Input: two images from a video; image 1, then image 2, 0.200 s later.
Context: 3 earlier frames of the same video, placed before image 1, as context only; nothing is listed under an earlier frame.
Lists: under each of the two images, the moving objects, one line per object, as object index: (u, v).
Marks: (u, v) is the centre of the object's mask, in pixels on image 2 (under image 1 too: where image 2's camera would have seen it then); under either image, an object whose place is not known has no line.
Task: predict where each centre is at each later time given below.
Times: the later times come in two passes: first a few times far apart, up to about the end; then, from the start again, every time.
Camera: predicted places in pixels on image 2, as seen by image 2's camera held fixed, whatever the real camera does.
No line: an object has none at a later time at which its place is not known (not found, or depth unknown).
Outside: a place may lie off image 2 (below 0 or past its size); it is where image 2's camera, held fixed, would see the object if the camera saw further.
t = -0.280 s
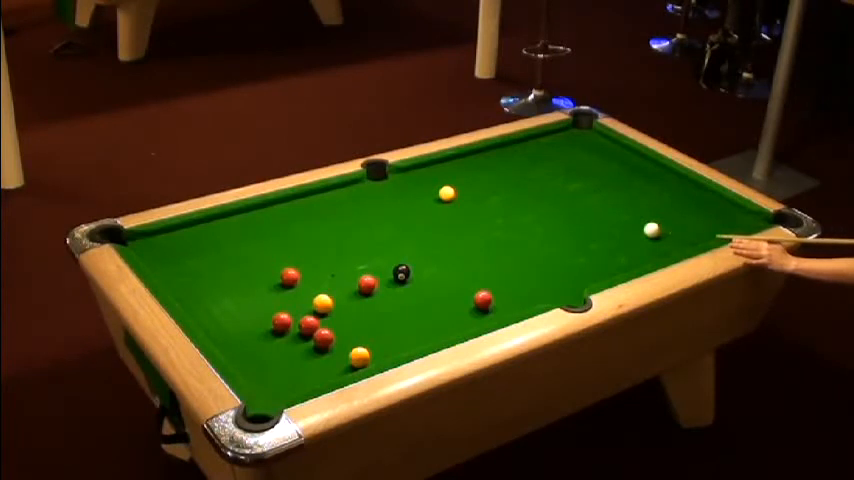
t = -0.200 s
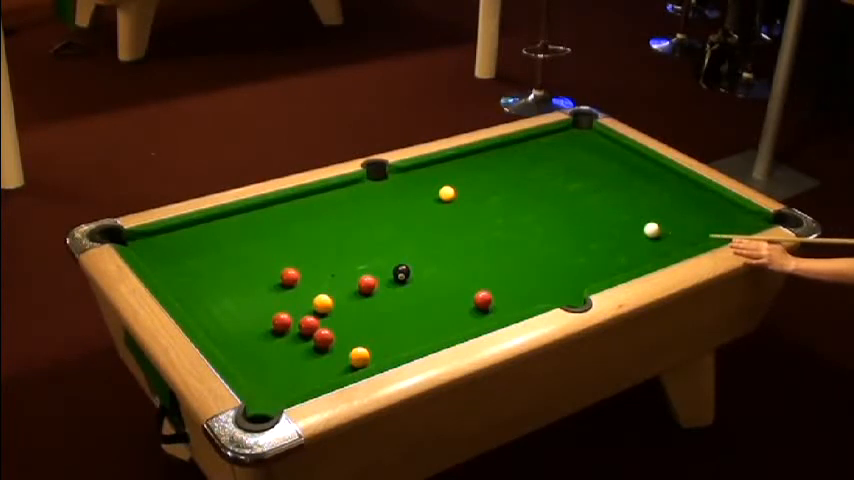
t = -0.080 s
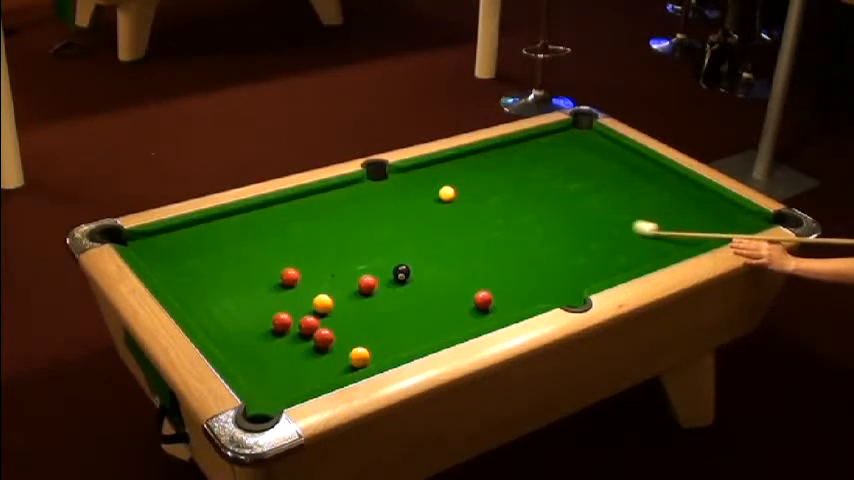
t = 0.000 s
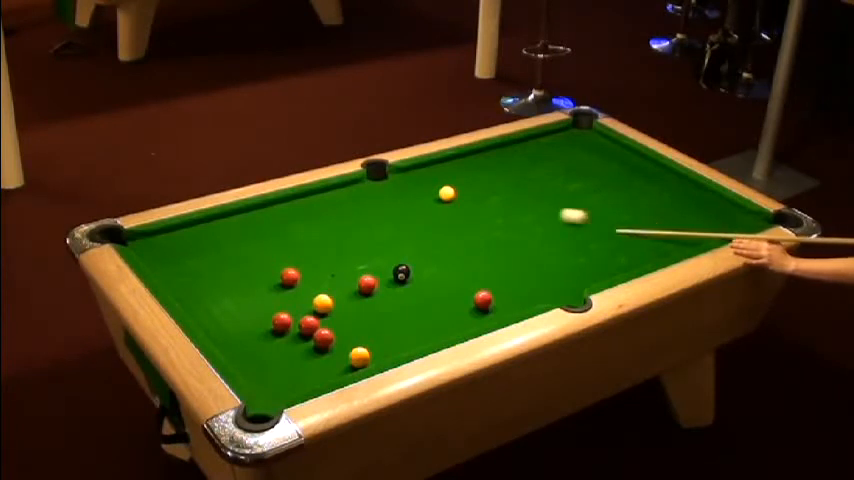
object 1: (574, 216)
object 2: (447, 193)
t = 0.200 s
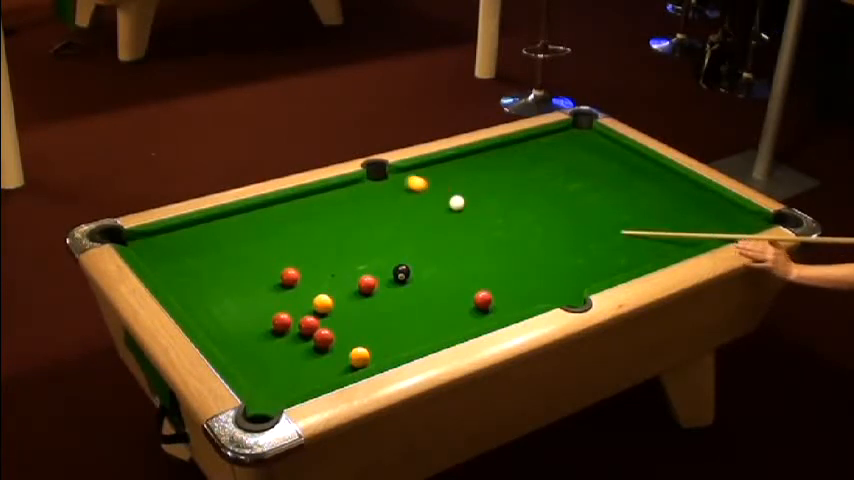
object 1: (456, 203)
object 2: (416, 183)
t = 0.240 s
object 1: (456, 206)
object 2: (397, 177)
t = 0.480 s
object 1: (454, 223)
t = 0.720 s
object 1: (453, 240)
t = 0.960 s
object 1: (451, 257)
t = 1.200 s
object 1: (451, 273)
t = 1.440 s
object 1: (451, 289)
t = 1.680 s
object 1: (451, 305)
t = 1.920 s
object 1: (451, 320)
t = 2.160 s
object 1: (452, 330)
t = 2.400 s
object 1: (439, 329)
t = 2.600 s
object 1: (431, 327)
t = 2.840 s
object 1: (422, 325)
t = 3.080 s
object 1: (417, 323)
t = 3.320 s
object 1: (414, 322)
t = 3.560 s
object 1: (414, 322)
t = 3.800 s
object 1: (414, 323)
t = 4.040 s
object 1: (414, 323)
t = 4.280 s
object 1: (414, 323)
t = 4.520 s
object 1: (414, 323)
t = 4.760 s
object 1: (414, 323)
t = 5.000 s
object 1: (414, 323)
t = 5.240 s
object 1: (414, 323)
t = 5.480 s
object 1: (414, 323)
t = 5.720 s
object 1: (414, 323)
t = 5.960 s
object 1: (414, 323)
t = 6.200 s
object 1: (414, 323)
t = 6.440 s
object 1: (414, 323)
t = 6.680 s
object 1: (414, 323)
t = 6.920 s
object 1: (414, 323)
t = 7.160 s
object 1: (414, 323)
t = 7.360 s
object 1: (415, 323)
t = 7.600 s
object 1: (415, 323)
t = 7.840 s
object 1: (414, 323)
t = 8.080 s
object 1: (414, 323)
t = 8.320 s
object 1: (414, 323)
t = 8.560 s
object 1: (414, 323)
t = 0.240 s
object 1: (456, 206)
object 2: (397, 177)
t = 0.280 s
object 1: (455, 209)
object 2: (379, 172)
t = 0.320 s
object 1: (455, 211)
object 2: (375, 170)
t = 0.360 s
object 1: (455, 214)
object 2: (380, 177)
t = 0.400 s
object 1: (455, 217)
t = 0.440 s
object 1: (454, 220)
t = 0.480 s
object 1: (454, 223)
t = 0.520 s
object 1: (454, 226)
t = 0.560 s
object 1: (454, 229)
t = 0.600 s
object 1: (453, 231)
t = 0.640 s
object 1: (453, 234)
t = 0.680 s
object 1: (453, 237)
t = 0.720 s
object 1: (453, 240)
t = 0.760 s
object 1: (452, 242)
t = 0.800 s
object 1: (452, 245)
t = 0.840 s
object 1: (452, 248)
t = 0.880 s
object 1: (452, 251)
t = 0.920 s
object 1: (451, 253)
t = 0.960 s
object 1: (451, 257)
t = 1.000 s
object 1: (451, 259)
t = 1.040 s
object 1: (451, 262)
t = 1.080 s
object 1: (451, 265)
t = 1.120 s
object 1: (451, 268)
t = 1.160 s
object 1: (451, 270)
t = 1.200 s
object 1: (451, 273)
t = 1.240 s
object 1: (451, 276)
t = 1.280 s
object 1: (451, 278)
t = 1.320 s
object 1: (451, 281)
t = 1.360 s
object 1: (451, 284)
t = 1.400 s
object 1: (451, 286)
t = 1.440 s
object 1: (451, 289)
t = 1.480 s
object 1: (451, 292)
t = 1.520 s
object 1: (451, 295)
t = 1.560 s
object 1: (451, 297)
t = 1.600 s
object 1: (451, 300)
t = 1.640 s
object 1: (451, 302)
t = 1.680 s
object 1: (451, 305)
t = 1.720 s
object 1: (451, 307)
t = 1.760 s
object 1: (451, 310)
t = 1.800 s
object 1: (451, 312)
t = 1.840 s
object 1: (451, 315)
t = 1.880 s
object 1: (451, 317)
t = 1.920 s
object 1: (451, 320)
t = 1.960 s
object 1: (452, 322)
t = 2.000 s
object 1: (452, 324)
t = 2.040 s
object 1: (451, 326)
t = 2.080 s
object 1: (452, 328)
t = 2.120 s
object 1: (452, 329)
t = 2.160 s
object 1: (452, 330)
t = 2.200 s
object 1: (450, 330)
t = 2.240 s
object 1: (448, 330)
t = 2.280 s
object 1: (446, 330)
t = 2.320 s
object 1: (443, 330)
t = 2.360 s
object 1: (441, 329)
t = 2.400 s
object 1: (439, 329)
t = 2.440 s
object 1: (437, 329)
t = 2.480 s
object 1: (436, 329)
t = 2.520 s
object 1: (434, 328)
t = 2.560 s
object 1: (433, 328)
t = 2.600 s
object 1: (431, 327)
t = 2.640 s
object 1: (429, 327)
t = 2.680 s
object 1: (428, 327)
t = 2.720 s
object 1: (426, 326)
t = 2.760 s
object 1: (425, 325)
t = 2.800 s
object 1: (424, 325)
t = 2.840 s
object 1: (422, 325)
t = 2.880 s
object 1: (421, 325)
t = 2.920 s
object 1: (420, 324)
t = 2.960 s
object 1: (419, 324)
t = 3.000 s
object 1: (419, 324)
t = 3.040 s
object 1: (418, 323)
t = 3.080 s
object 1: (417, 323)
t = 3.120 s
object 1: (417, 323)
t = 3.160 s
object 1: (416, 323)
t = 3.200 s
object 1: (416, 323)
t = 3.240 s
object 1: (415, 323)
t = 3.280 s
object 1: (415, 323)
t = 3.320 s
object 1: (414, 322)
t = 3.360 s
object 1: (414, 322)
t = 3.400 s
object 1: (414, 323)
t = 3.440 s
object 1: (414, 322)
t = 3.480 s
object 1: (414, 322)
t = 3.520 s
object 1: (414, 322)
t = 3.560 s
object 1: (414, 322)
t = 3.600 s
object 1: (414, 322)
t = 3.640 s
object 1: (414, 322)
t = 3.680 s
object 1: (414, 322)
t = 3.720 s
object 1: (414, 322)
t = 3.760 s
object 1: (414, 322)
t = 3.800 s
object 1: (414, 323)
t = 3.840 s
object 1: (414, 323)
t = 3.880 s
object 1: (414, 323)
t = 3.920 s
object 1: (414, 323)
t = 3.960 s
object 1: (414, 323)
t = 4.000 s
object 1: (414, 323)
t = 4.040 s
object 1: (414, 323)
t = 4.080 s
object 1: (414, 323)
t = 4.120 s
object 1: (414, 323)
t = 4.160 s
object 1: (414, 323)
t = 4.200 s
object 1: (414, 323)
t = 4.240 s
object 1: (414, 323)
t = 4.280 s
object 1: (414, 323)
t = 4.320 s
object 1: (414, 323)
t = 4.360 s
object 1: (414, 323)
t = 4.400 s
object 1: (414, 323)
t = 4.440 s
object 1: (414, 323)
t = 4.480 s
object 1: (414, 323)
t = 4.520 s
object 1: (414, 323)
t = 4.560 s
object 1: (414, 323)
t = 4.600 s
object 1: (414, 323)
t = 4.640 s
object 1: (414, 323)
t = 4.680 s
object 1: (414, 323)
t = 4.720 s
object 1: (414, 323)
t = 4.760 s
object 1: (414, 323)
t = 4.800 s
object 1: (414, 323)
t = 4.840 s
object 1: (414, 323)
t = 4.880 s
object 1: (414, 323)
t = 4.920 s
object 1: (414, 323)
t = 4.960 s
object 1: (414, 323)
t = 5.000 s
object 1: (414, 323)
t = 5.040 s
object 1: (414, 323)
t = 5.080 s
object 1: (414, 323)
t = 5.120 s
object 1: (414, 323)
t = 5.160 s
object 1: (414, 323)
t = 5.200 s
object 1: (414, 323)
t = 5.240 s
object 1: (414, 323)
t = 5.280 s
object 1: (414, 323)
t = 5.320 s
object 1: (414, 323)
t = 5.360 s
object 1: (414, 323)
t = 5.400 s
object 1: (414, 323)
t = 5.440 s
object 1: (414, 323)
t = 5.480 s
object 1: (414, 323)
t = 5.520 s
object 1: (414, 323)
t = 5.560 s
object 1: (414, 323)
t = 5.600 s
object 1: (414, 323)
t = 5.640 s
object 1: (414, 323)
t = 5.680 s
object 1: (414, 323)
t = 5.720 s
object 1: (414, 323)
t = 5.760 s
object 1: (414, 323)
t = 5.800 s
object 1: (414, 323)
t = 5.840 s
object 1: (414, 323)
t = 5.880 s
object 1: (414, 323)
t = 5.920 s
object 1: (414, 323)
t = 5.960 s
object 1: (414, 323)
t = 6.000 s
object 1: (414, 323)
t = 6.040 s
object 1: (414, 323)
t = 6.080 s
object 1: (414, 323)
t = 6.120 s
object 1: (414, 323)
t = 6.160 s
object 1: (414, 323)
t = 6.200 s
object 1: (414, 323)
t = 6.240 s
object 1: (414, 323)
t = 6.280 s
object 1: (414, 323)
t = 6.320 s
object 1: (414, 323)
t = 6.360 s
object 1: (414, 323)
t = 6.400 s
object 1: (414, 323)
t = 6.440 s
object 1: (414, 323)
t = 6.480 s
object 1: (414, 323)
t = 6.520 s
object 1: (414, 323)
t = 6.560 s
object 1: (414, 323)
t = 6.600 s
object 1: (414, 323)
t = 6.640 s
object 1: (414, 323)
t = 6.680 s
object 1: (414, 323)
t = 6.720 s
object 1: (414, 323)
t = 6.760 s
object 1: (414, 323)
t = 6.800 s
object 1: (414, 323)
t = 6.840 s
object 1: (414, 323)
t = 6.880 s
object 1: (414, 323)
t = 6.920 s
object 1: (414, 323)
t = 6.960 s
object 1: (414, 323)
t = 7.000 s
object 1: (414, 323)
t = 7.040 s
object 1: (414, 323)
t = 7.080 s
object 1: (414, 323)
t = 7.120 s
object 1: (414, 323)
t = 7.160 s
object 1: (414, 323)
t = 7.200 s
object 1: (415, 323)
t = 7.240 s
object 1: (414, 323)
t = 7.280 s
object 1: (414, 323)
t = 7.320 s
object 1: (415, 323)
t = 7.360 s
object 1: (415, 323)
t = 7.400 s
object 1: (414, 323)
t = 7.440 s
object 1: (415, 323)
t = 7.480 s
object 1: (414, 323)
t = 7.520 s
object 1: (414, 323)
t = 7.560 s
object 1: (414, 323)
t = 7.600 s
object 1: (415, 323)
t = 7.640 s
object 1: (414, 323)
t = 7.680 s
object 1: (414, 323)
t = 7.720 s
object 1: (414, 323)
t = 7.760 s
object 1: (414, 323)
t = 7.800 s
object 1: (414, 323)
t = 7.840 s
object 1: (414, 323)
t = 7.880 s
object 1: (414, 323)
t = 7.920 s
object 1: (414, 323)
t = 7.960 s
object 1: (414, 323)
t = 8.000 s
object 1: (414, 323)
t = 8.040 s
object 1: (414, 323)
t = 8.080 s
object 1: (414, 323)
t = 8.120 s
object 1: (414, 323)
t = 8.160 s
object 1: (414, 323)
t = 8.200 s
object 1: (414, 323)
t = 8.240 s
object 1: (414, 323)
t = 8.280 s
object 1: (414, 323)
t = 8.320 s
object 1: (414, 323)
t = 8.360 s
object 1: (414, 323)
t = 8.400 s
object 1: (414, 323)
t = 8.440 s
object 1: (414, 323)
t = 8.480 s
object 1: (414, 323)
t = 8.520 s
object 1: (414, 323)
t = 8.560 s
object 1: (414, 323)
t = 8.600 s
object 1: (414, 323)
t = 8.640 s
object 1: (414, 323)
